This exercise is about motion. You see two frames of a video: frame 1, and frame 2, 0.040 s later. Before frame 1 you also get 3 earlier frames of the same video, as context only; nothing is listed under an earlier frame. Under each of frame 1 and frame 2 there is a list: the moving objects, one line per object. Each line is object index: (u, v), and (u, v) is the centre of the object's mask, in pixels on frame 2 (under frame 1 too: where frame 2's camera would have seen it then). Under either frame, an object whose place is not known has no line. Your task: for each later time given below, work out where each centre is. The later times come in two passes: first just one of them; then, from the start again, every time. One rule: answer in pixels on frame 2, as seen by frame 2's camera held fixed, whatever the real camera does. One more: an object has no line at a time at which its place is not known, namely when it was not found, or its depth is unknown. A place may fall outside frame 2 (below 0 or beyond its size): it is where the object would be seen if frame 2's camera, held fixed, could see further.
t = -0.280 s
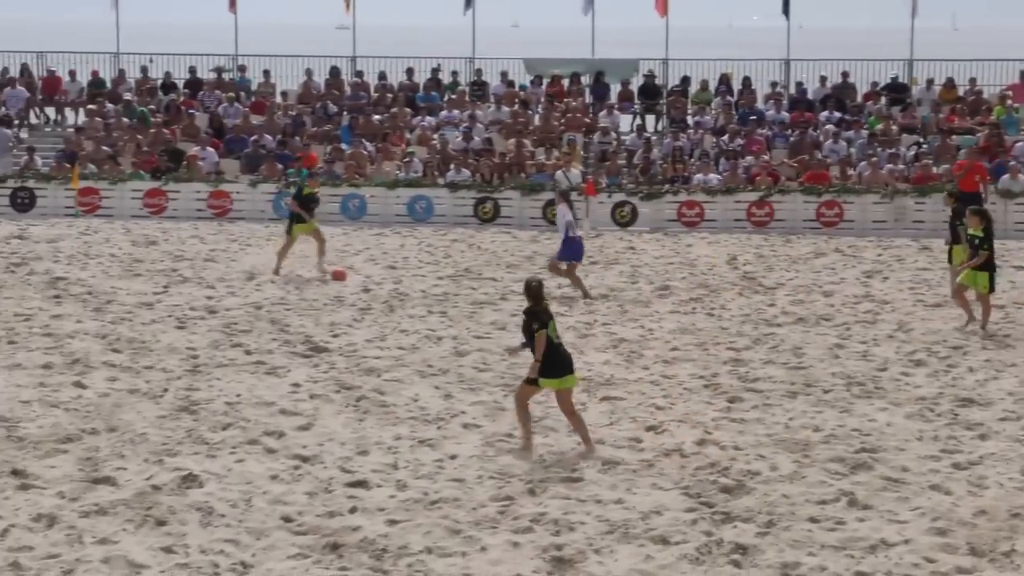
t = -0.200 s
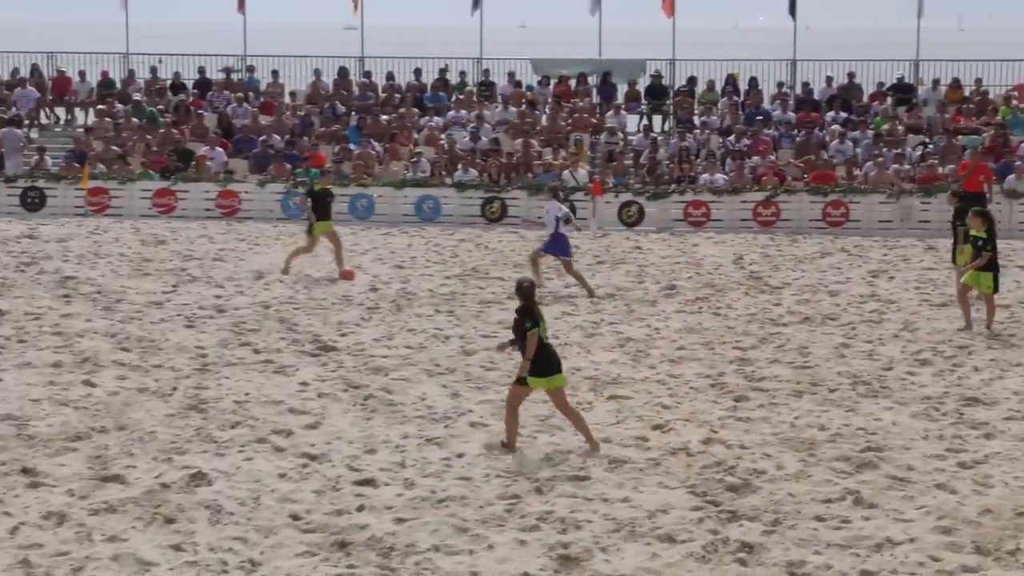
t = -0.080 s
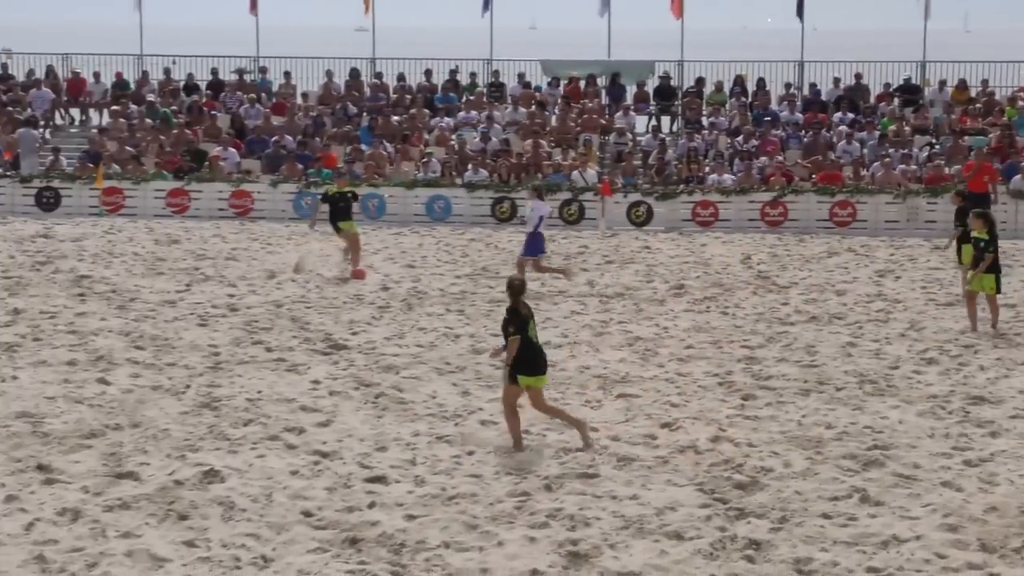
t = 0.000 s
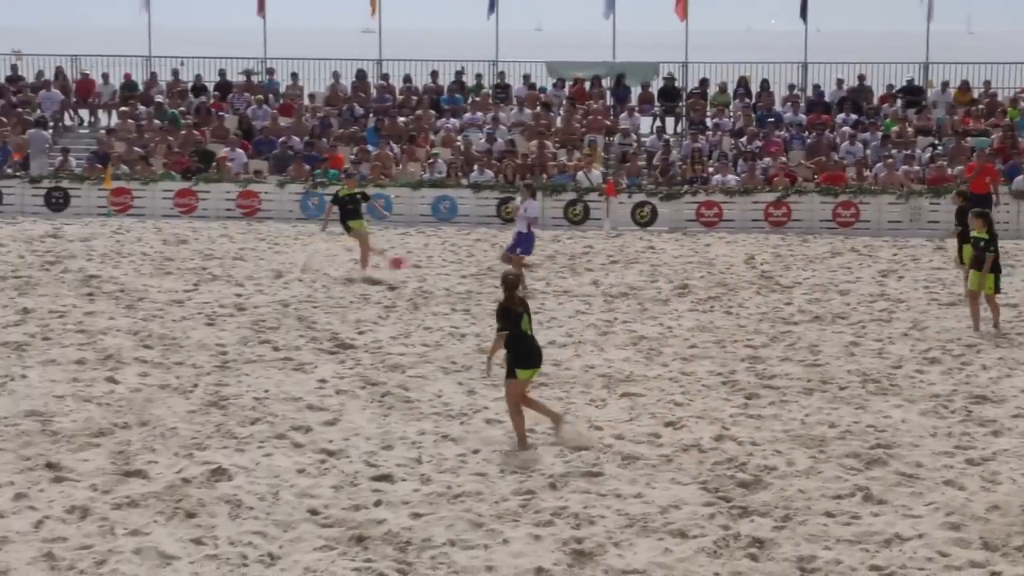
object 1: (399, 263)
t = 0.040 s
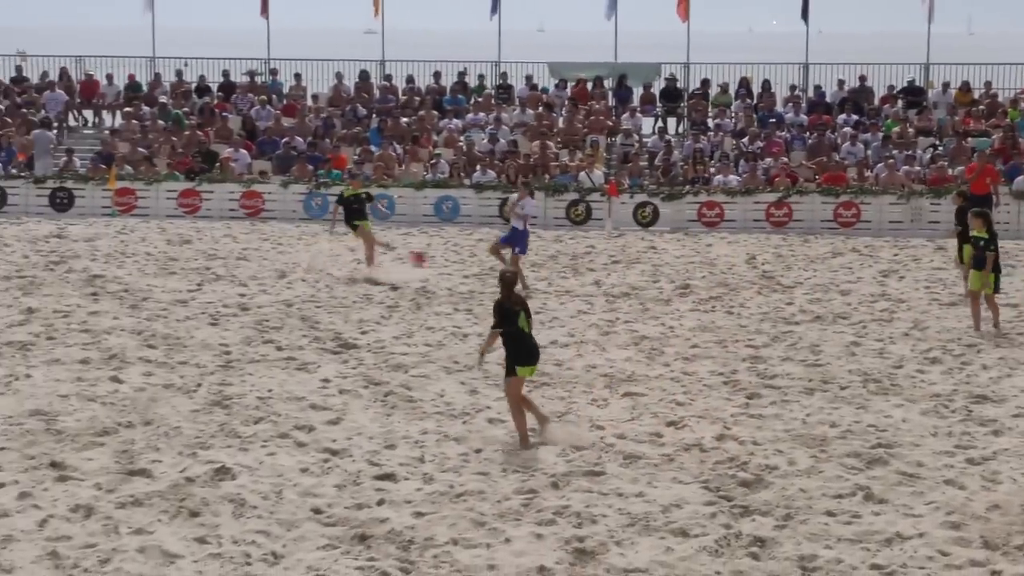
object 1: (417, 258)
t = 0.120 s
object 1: (461, 247)
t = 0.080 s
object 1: (440, 250)
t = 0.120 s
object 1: (461, 247)
